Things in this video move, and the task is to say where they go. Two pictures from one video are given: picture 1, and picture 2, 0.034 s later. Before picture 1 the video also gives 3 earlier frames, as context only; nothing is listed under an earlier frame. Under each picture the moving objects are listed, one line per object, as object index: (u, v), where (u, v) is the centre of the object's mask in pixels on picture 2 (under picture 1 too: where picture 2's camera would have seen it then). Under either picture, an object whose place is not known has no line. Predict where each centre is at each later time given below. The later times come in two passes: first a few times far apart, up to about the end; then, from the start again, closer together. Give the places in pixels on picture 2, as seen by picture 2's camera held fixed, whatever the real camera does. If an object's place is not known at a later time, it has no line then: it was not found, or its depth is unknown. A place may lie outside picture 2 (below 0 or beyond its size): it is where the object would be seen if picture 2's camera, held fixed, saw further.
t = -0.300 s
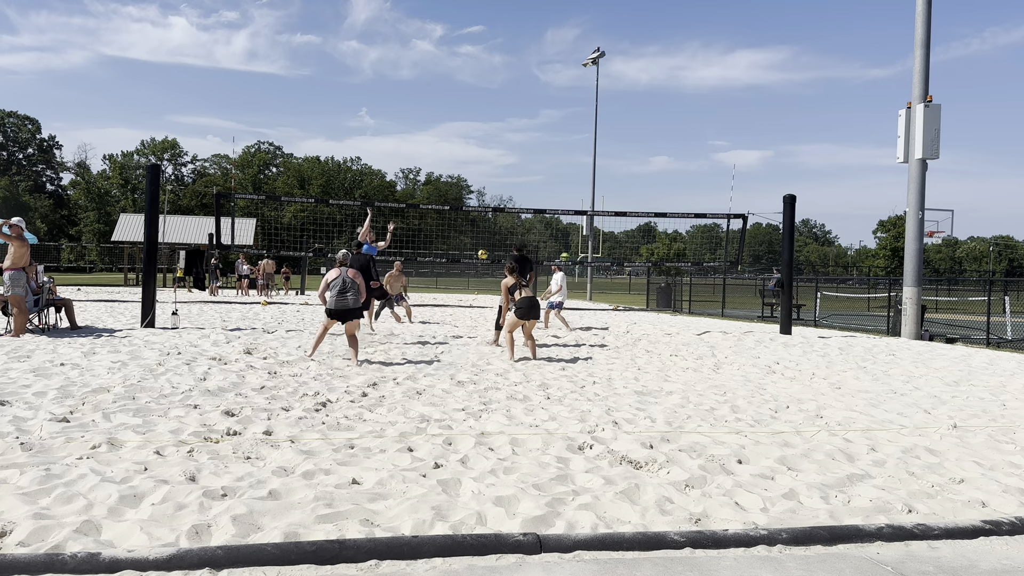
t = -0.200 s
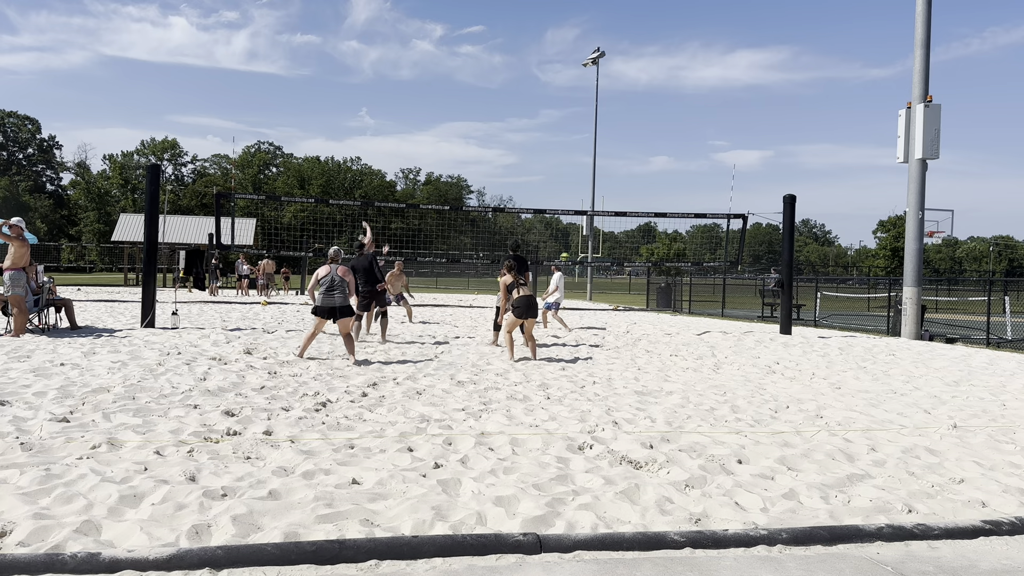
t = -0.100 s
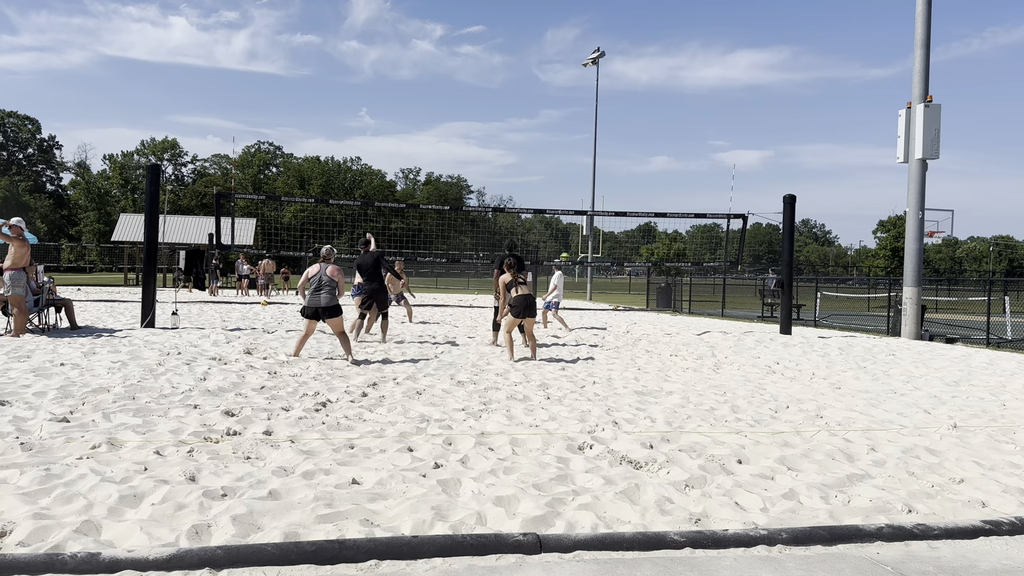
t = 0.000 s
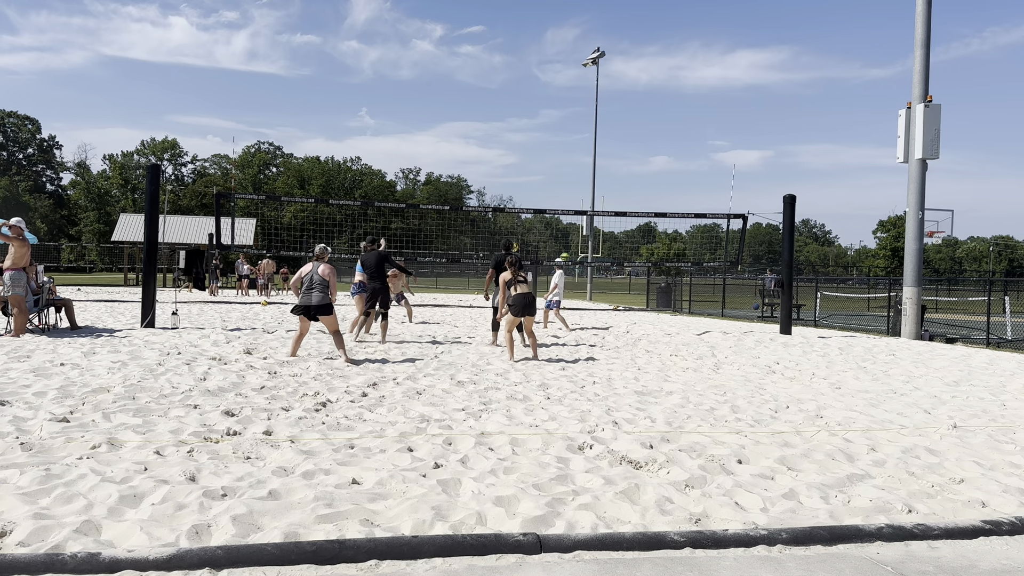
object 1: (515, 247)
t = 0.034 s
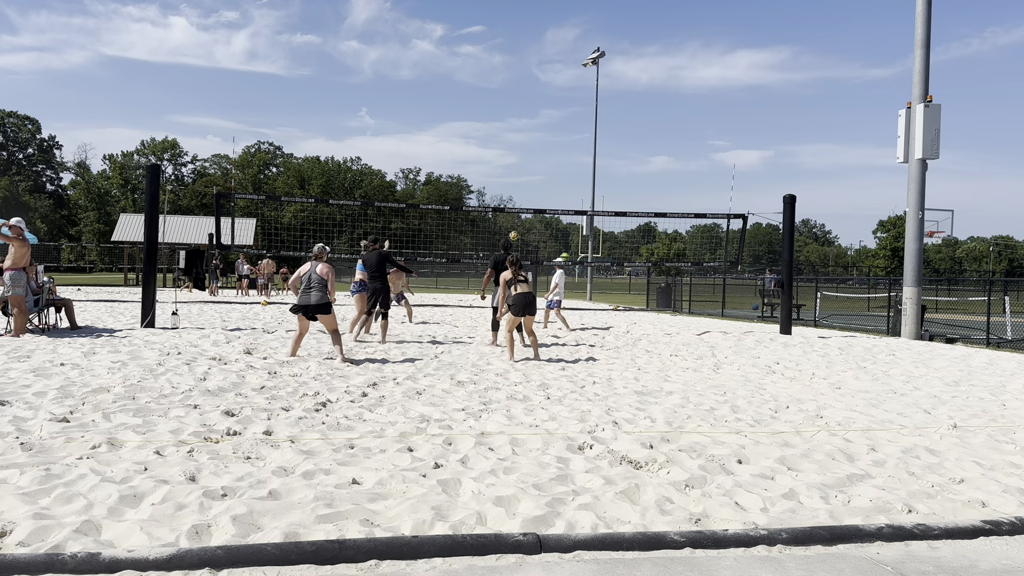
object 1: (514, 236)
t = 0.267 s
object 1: (517, 165)
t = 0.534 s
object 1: (521, 108)
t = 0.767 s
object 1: (526, 80)
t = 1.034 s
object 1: (531, 77)
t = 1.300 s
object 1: (536, 109)
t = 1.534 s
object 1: (540, 165)
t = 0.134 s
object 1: (515, 203)
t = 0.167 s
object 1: (515, 193)
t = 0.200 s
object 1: (516, 183)
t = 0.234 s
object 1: (516, 174)
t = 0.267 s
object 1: (517, 165)
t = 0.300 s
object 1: (517, 157)
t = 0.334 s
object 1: (518, 148)
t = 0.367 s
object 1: (518, 140)
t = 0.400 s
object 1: (519, 133)
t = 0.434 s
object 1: (520, 126)
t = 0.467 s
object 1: (520, 119)
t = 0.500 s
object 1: (521, 113)
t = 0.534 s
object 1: (521, 108)
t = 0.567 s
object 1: (522, 102)
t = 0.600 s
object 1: (523, 97)
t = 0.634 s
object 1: (523, 93)
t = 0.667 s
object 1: (524, 89)
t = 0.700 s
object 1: (524, 86)
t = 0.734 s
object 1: (525, 83)
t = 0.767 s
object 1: (526, 80)
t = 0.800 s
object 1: (526, 78)
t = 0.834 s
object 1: (527, 76)
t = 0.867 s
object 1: (528, 75)
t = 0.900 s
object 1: (529, 75)
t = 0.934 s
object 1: (529, 75)
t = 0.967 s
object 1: (530, 75)
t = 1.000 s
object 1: (530, 76)
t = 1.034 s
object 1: (531, 77)
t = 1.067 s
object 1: (532, 79)
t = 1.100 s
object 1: (533, 82)
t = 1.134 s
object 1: (533, 85)
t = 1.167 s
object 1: (534, 88)
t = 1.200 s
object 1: (534, 93)
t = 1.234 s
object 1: (535, 97)
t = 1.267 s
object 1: (536, 103)
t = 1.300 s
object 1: (536, 109)
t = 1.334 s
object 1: (537, 115)
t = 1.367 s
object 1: (538, 122)
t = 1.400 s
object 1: (538, 129)
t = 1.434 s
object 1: (539, 138)
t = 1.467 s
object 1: (539, 146)
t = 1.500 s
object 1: (540, 155)
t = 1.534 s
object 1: (540, 165)
